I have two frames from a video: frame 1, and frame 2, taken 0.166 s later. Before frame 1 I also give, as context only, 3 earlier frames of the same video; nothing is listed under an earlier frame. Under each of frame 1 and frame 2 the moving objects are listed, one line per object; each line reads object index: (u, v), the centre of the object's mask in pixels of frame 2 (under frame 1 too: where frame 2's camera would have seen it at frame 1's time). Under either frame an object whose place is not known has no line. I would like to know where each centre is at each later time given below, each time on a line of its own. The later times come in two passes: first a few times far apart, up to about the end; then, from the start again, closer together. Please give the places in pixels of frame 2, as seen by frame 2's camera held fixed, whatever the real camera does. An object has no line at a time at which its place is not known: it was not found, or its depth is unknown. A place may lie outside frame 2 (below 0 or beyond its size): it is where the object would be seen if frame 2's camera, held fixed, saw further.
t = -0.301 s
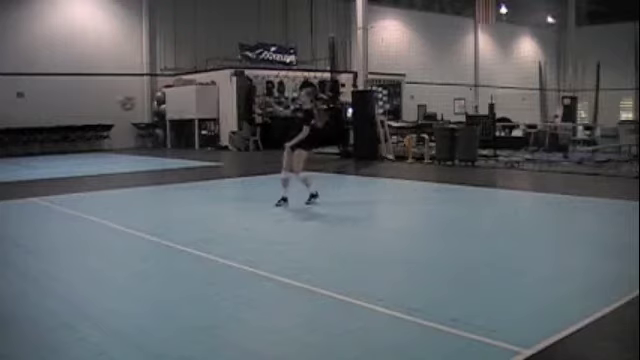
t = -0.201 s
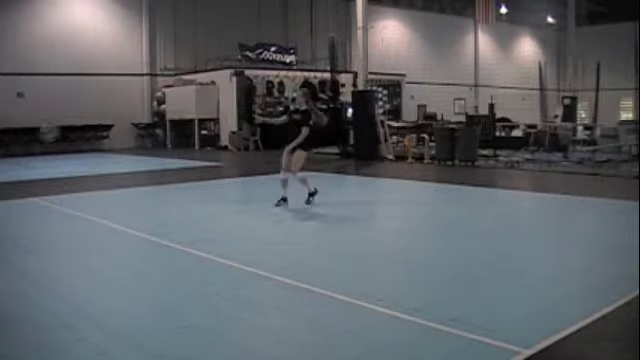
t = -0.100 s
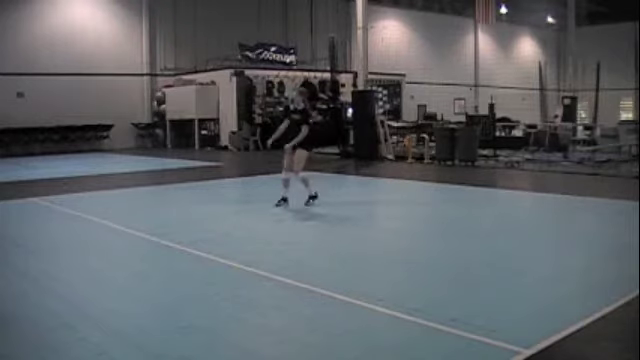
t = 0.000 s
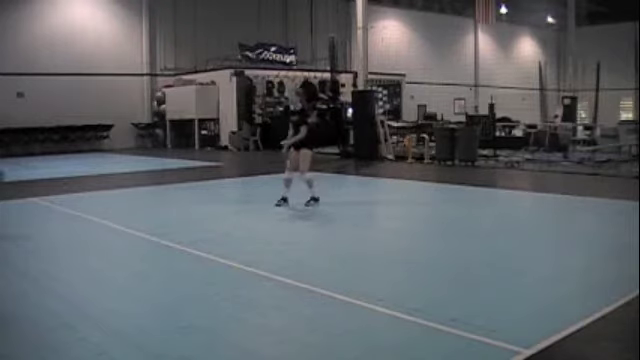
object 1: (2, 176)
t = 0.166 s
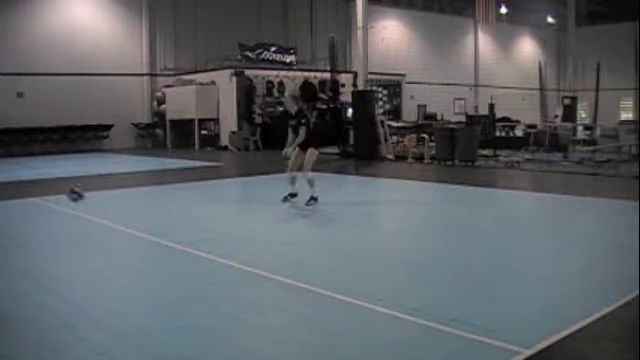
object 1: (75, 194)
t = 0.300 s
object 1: (142, 225)
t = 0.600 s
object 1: (246, 200)
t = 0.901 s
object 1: (352, 220)
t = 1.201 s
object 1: (458, 225)
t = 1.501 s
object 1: (562, 223)
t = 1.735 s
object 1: (634, 225)
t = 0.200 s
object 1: (92, 200)
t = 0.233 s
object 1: (108, 206)
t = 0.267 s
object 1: (125, 214)
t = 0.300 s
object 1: (142, 225)
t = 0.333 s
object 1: (156, 224)
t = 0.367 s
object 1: (167, 218)
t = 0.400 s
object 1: (178, 212)
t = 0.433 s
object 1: (190, 208)
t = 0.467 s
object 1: (200, 203)
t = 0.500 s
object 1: (212, 201)
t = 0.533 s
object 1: (224, 199)
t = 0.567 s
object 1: (235, 198)
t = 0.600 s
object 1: (246, 200)
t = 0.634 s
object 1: (258, 200)
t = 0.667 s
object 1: (270, 203)
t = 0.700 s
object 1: (281, 207)
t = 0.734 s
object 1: (294, 212)
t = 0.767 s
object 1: (305, 217)
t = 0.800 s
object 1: (317, 225)
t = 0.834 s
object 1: (330, 232)
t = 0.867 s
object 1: (341, 225)
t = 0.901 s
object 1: (352, 220)
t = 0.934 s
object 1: (364, 216)
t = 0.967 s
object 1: (375, 213)
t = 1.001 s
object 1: (387, 212)
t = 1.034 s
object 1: (399, 211)
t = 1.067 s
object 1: (411, 212)
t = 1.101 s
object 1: (423, 214)
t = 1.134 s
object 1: (435, 216)
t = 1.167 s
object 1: (447, 220)
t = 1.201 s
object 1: (458, 225)
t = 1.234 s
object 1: (470, 232)
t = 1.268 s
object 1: (481, 230)
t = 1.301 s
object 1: (493, 225)
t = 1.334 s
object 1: (505, 222)
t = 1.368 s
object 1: (516, 220)
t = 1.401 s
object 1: (528, 219)
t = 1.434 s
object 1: (539, 219)
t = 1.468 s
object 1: (551, 221)
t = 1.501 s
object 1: (562, 223)
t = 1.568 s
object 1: (584, 231)
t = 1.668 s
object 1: (617, 226)
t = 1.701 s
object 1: (628, 225)
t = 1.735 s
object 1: (634, 225)
